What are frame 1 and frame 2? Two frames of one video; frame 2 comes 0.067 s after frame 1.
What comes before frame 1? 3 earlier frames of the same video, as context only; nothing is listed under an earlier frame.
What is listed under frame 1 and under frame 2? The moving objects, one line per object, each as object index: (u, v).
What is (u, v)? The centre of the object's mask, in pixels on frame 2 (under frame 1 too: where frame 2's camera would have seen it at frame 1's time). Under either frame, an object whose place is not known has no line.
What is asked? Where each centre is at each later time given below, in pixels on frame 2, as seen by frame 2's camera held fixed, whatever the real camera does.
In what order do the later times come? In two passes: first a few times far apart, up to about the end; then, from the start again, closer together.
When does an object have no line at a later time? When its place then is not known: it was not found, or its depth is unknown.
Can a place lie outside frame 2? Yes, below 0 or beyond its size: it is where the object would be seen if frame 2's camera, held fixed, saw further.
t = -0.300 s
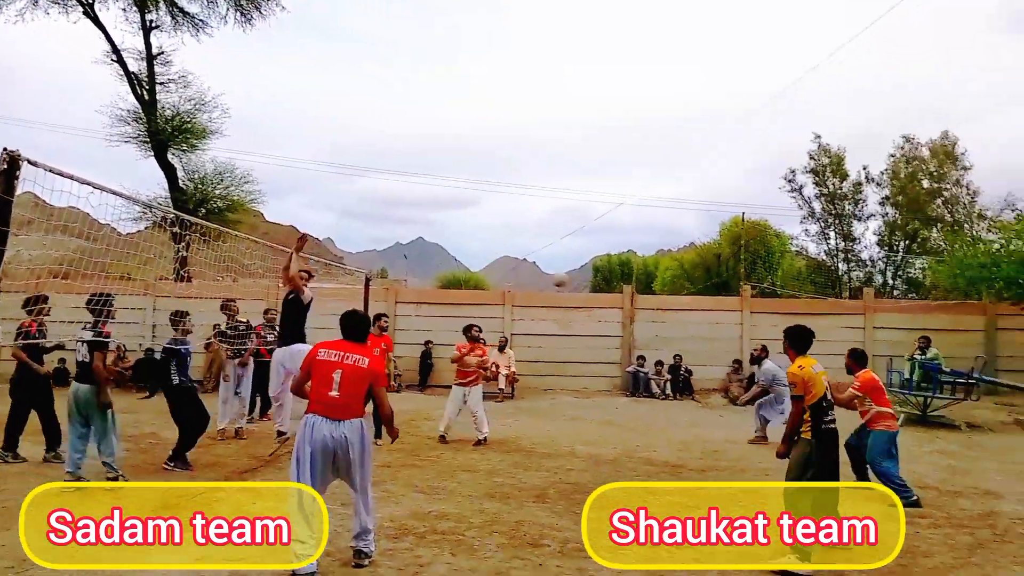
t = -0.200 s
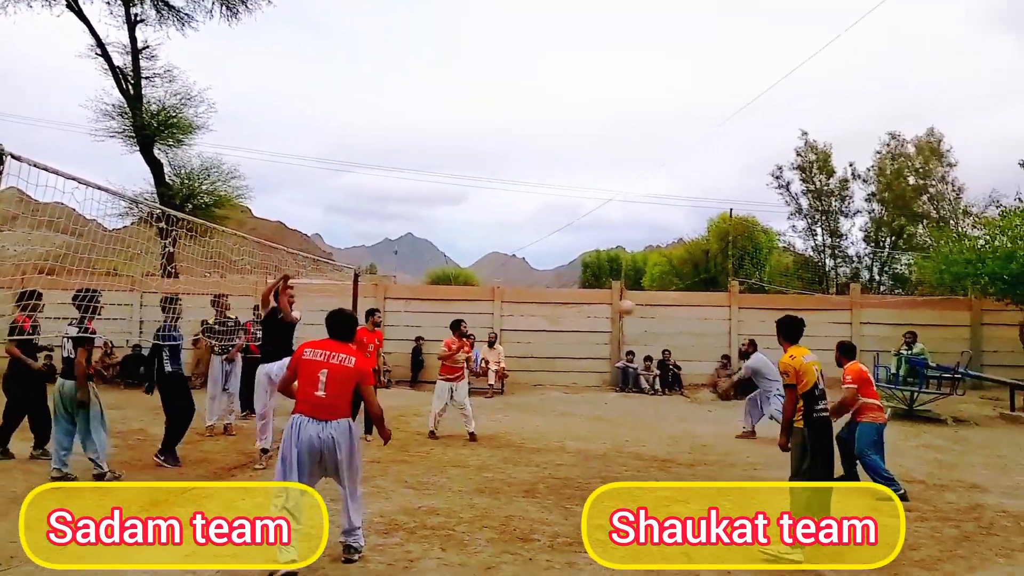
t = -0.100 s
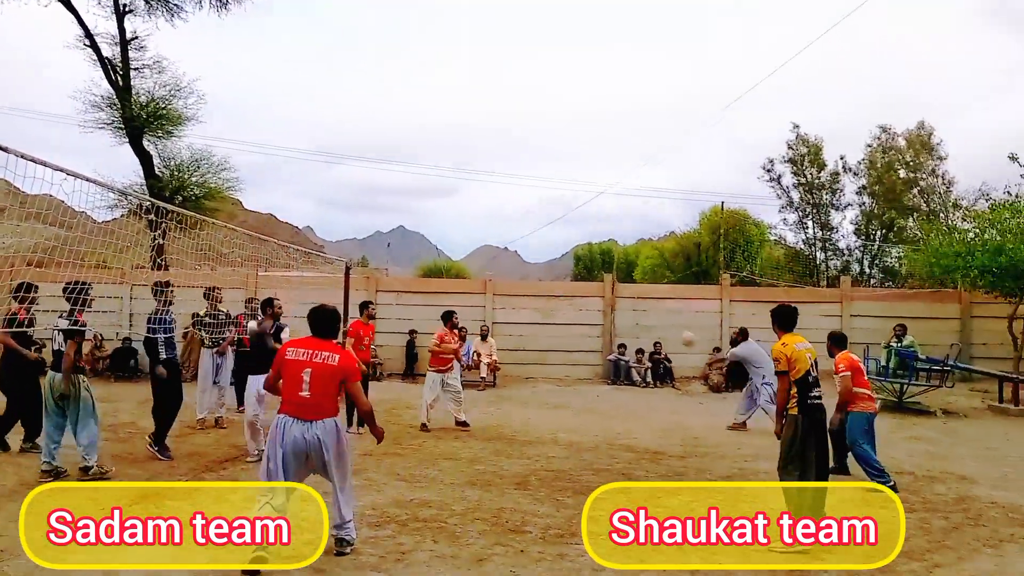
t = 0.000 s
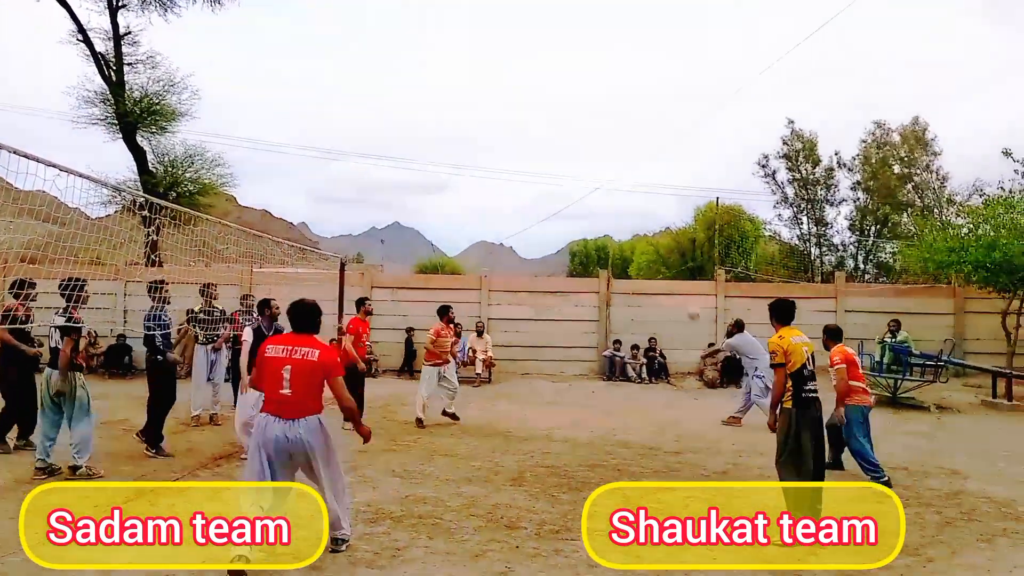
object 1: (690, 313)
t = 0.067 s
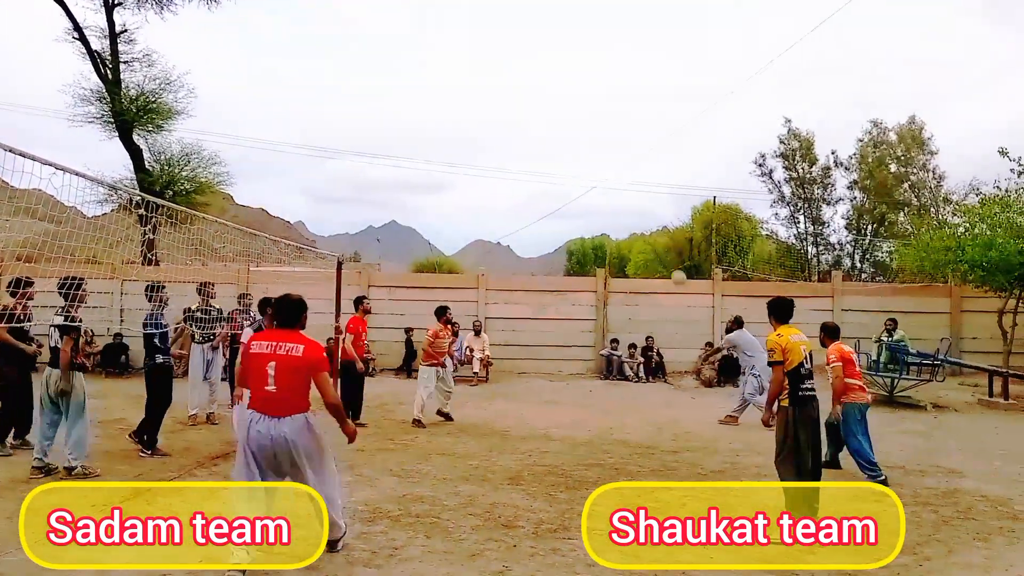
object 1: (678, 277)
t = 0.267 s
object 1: (644, 193)
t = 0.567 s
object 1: (591, 110)
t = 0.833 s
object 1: (539, 87)
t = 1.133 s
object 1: (475, 128)
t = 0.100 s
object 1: (673, 262)
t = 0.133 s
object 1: (667, 244)
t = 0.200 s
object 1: (656, 219)
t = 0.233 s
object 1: (650, 206)
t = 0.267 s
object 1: (644, 193)
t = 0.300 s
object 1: (638, 181)
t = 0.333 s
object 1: (633, 170)
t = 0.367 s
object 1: (627, 159)
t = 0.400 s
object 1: (621, 149)
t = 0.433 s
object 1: (615, 140)
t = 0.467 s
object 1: (609, 131)
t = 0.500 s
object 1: (603, 124)
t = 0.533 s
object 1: (597, 117)
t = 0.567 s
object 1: (591, 110)
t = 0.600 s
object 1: (585, 104)
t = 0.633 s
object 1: (578, 99)
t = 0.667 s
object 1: (572, 95)
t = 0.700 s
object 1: (566, 92)
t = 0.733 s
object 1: (559, 89)
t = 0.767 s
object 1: (553, 88)
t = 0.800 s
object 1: (546, 87)
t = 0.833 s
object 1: (539, 87)
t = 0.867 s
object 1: (533, 88)
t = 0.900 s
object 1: (526, 89)
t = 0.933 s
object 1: (520, 92)
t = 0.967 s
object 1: (512, 96)
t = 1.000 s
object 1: (505, 100)
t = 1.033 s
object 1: (498, 106)
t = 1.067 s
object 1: (490, 112)
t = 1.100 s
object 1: (483, 119)
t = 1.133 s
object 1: (475, 128)
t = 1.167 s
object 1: (468, 137)
